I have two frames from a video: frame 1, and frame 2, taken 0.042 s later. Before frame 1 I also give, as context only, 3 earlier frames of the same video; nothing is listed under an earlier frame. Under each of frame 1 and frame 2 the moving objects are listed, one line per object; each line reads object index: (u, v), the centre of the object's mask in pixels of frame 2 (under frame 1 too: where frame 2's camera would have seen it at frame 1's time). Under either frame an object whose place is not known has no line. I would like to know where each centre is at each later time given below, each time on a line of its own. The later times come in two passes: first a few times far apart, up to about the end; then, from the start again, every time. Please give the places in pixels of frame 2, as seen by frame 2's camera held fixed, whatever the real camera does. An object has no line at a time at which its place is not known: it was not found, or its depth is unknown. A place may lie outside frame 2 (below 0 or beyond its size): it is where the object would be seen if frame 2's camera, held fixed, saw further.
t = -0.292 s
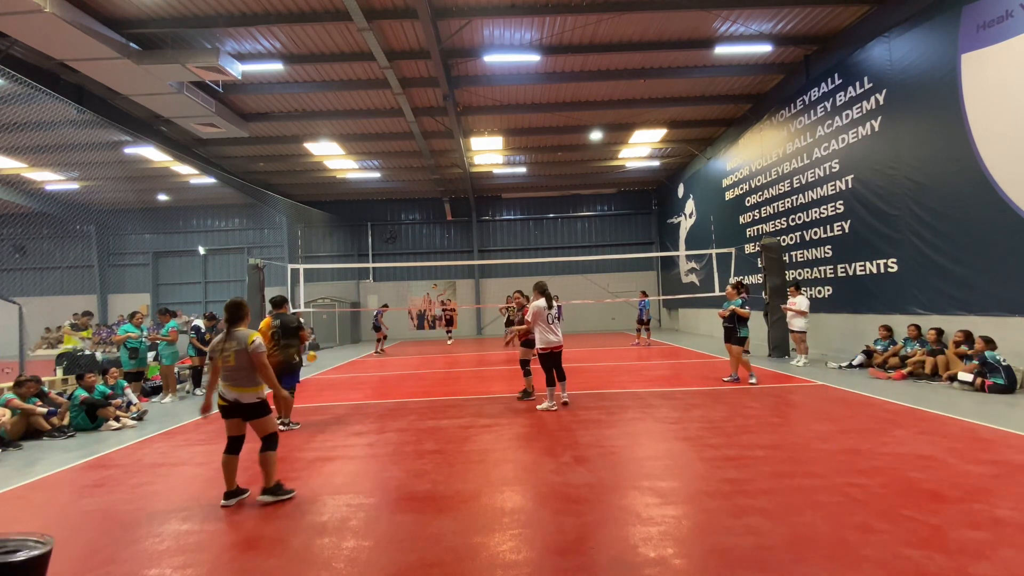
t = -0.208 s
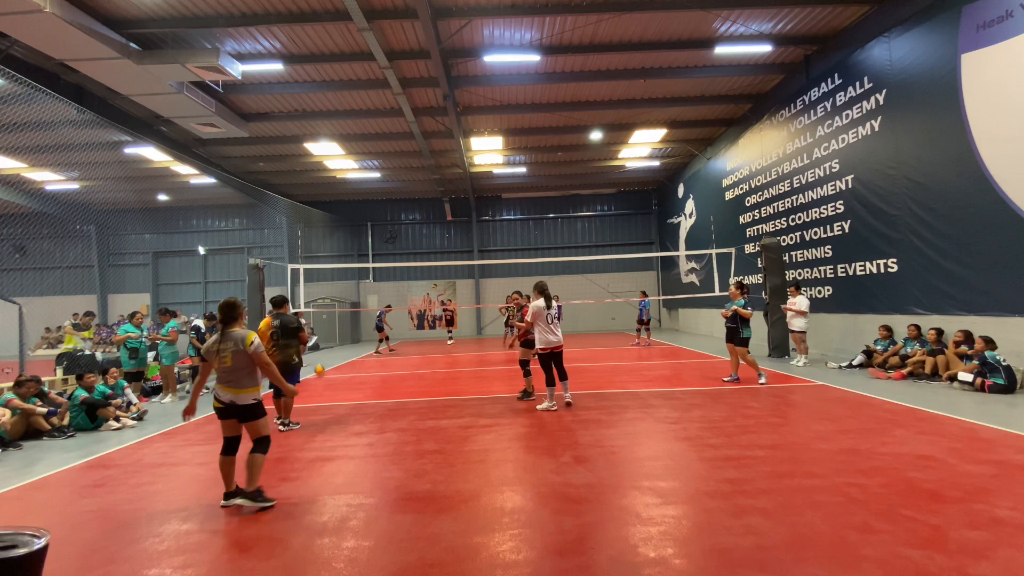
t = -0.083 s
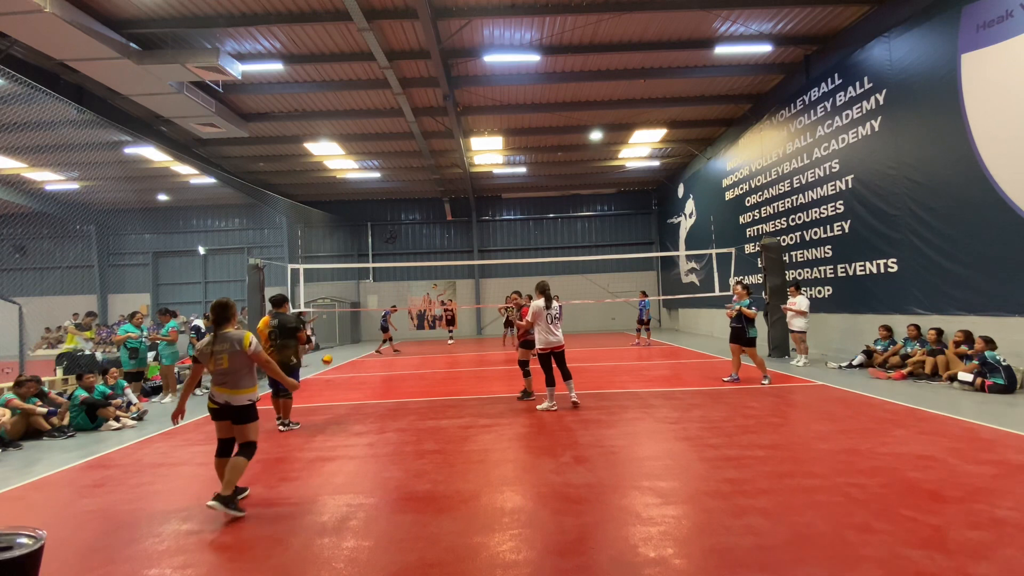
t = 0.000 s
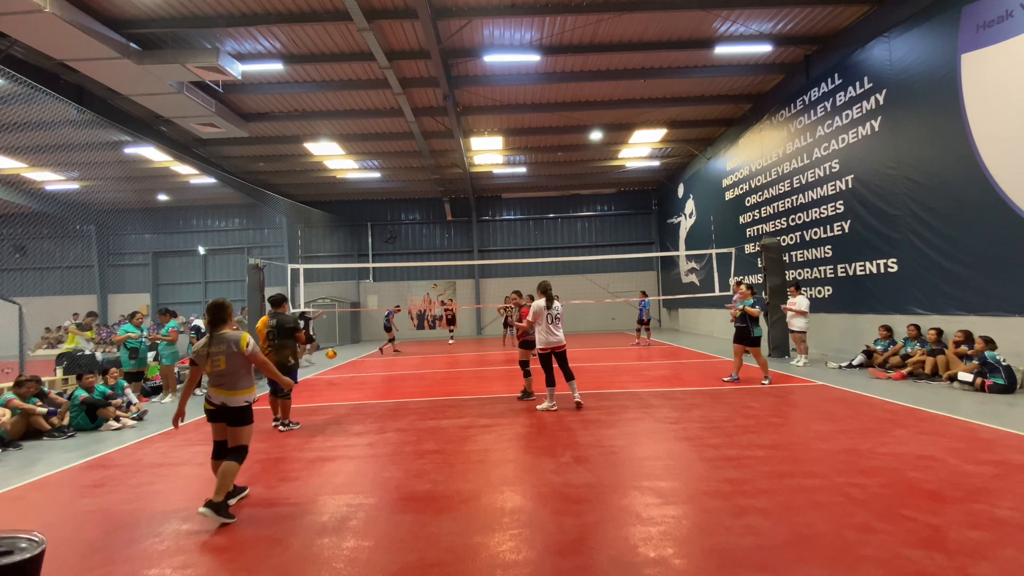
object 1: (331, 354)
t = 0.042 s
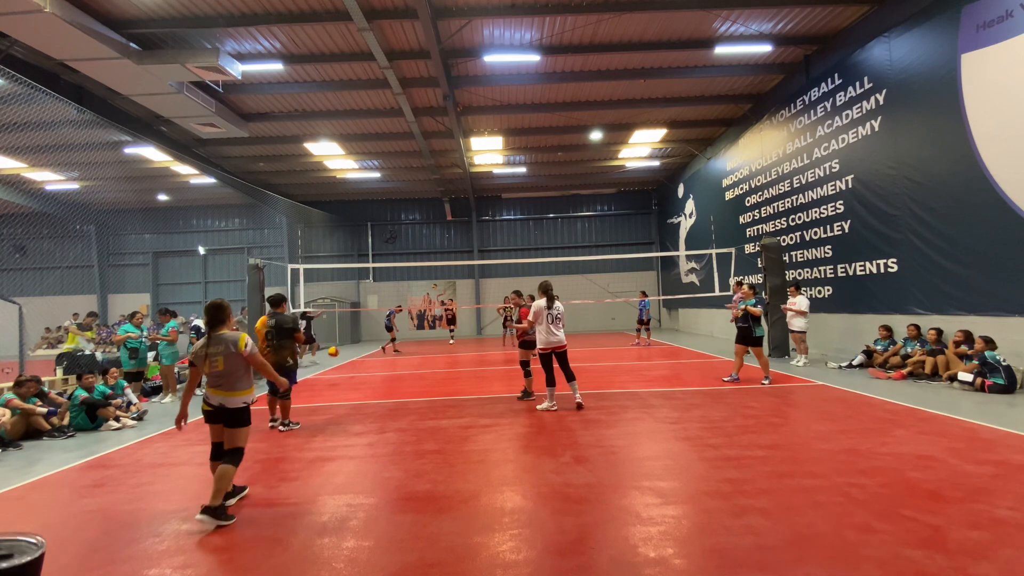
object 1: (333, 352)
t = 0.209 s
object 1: (343, 353)
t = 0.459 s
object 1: (361, 382)
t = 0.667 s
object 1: (377, 365)
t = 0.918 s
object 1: (398, 379)
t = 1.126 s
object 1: (418, 382)
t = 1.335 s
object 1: (440, 384)
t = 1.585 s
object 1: (471, 400)
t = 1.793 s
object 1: (500, 405)
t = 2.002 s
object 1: (536, 417)
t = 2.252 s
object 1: (586, 438)
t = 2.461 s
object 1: (638, 445)
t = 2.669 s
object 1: (706, 470)
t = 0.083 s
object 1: (336, 351)
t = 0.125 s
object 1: (338, 351)
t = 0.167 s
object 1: (341, 351)
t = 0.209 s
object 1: (343, 353)
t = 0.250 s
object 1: (346, 356)
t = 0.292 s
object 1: (349, 359)
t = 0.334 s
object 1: (352, 363)
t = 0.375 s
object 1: (354, 369)
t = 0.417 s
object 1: (357, 376)
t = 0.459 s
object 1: (361, 382)
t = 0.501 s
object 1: (364, 376)
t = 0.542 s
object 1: (366, 373)
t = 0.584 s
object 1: (369, 369)
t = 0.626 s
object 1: (372, 367)
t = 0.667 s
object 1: (377, 365)
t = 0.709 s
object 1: (380, 365)
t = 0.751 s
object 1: (383, 366)
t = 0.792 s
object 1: (386, 367)
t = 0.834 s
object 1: (390, 370)
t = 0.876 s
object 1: (395, 374)
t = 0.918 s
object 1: (398, 379)
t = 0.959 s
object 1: (402, 386)
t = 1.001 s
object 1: (406, 393)
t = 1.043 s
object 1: (410, 389)
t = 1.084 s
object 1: (414, 385)
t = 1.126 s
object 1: (418, 382)
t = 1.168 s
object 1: (422, 380)
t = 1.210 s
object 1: (426, 379)
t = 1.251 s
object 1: (430, 380)
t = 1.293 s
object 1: (435, 381)
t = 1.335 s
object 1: (440, 384)
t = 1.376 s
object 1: (445, 388)
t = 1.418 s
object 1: (450, 394)
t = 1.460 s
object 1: (454, 401)
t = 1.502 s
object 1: (460, 408)
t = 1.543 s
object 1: (466, 403)
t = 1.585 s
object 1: (471, 400)
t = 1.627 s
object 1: (477, 398)
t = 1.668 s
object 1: (482, 397)
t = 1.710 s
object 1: (488, 399)
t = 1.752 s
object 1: (495, 401)
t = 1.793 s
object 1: (500, 405)
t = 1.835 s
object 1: (508, 411)
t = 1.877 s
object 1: (515, 418)
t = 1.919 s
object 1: (522, 424)
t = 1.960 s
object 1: (529, 419)
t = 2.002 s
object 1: (536, 417)
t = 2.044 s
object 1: (544, 415)
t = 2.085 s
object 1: (551, 417)
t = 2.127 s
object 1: (559, 419)
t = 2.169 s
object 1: (566, 424)
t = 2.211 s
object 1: (577, 430)
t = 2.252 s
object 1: (586, 438)
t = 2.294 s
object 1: (595, 446)
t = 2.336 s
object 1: (606, 443)
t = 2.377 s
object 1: (616, 441)
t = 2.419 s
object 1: (627, 442)
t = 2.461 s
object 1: (638, 445)
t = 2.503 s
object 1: (650, 449)
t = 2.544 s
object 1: (663, 457)
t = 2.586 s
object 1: (677, 467)
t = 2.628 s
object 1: (692, 472)
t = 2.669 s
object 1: (706, 470)
